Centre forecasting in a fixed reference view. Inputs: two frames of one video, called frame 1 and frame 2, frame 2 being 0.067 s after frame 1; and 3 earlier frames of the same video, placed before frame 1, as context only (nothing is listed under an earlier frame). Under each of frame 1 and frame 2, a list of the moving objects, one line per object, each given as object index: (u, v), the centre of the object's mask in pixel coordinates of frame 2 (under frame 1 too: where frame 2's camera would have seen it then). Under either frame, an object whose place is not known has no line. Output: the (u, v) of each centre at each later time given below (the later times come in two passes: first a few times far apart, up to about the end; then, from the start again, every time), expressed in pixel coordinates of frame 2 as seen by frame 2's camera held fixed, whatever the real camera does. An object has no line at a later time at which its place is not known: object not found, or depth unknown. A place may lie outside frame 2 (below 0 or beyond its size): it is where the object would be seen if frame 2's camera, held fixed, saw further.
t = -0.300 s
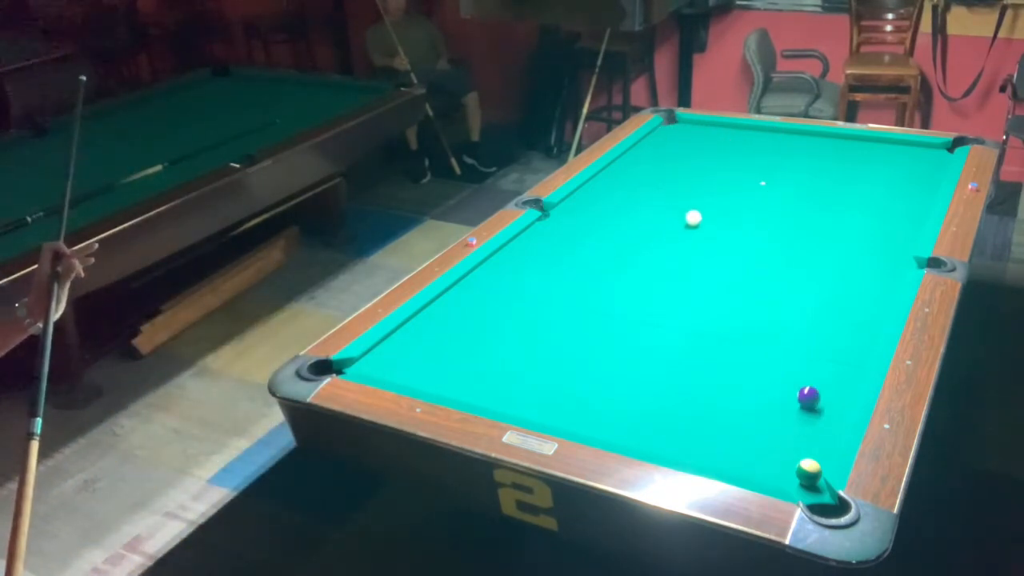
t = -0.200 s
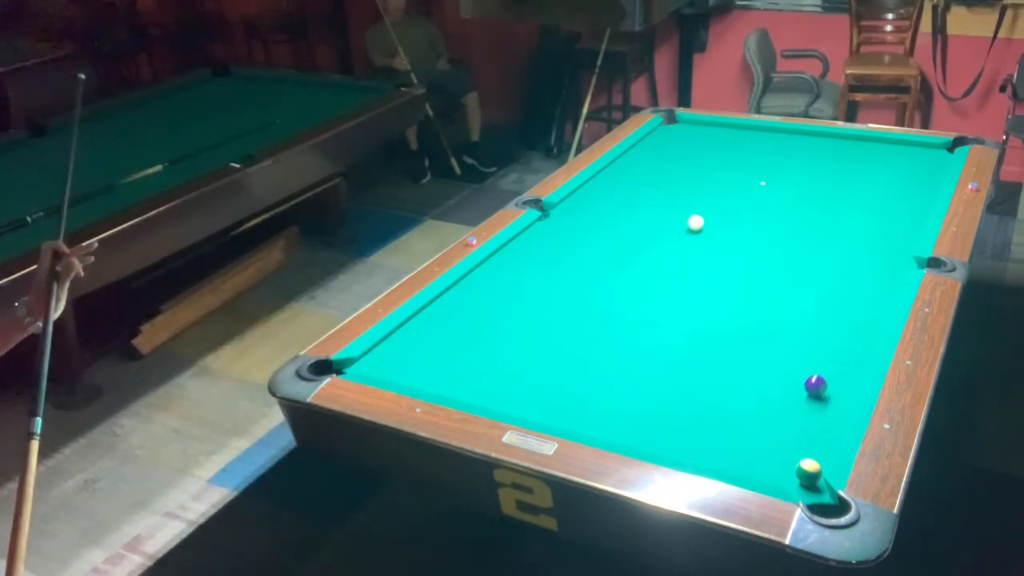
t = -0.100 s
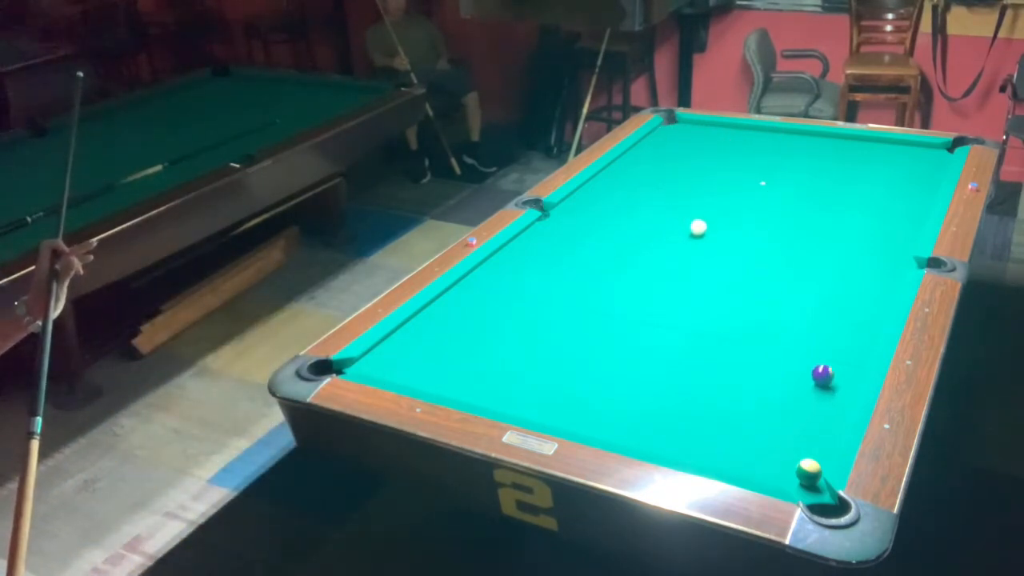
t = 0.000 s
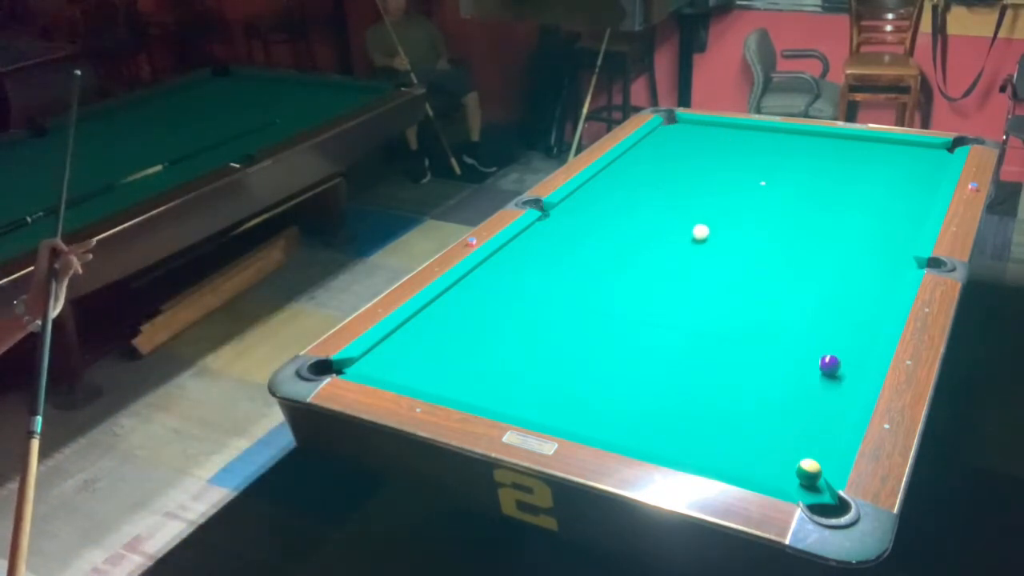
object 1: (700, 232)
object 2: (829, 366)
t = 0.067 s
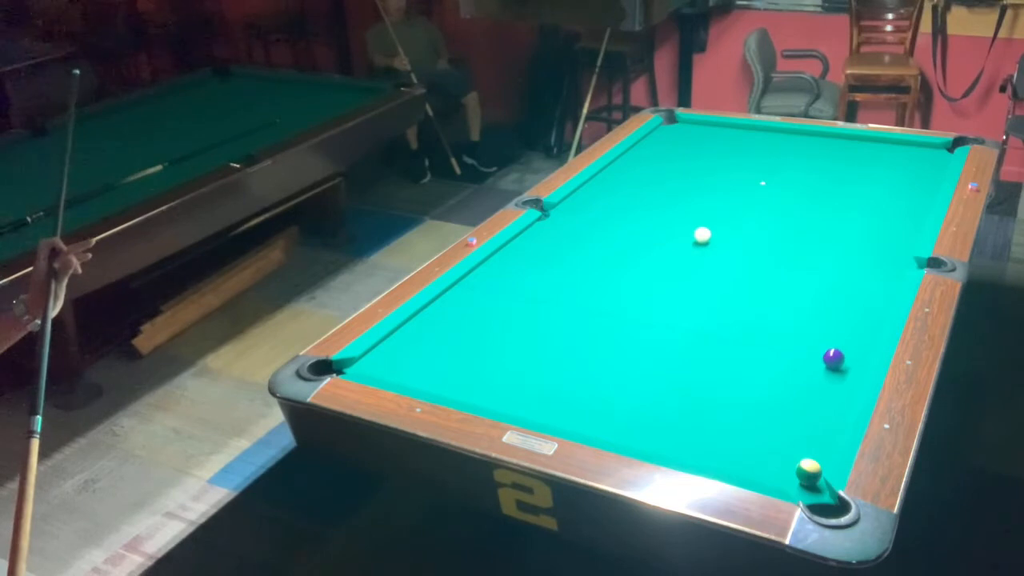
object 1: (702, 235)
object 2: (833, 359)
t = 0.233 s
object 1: (706, 243)
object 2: (843, 344)
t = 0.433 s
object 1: (712, 253)
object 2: (854, 327)
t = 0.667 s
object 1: (718, 263)
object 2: (866, 309)
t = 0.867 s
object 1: (723, 273)
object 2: (875, 295)
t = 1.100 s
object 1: (730, 283)
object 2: (884, 280)
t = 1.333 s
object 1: (736, 293)
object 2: (893, 267)
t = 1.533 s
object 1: (741, 302)
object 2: (899, 256)
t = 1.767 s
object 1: (747, 312)
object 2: (907, 245)
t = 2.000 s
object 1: (753, 322)
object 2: (912, 235)
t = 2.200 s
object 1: (758, 329)
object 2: (914, 227)
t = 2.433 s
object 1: (764, 338)
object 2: (917, 218)
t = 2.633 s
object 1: (768, 345)
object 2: (919, 211)
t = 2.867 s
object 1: (774, 354)
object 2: (922, 204)
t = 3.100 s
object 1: (778, 360)
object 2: (925, 198)
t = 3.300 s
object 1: (782, 366)
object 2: (928, 192)
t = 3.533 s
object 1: (786, 372)
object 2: (930, 187)
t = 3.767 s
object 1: (790, 377)
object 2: (933, 182)
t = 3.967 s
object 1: (792, 381)
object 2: (935, 178)
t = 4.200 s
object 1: (794, 385)
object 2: (937, 173)
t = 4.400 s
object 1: (796, 388)
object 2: (939, 170)
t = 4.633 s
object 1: (796, 389)
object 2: (940, 167)
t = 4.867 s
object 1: (797, 390)
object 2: (941, 165)
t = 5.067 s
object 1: (797, 391)
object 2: (942, 162)
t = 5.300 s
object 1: (796, 390)
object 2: (943, 161)
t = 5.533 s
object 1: (797, 390)
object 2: (944, 158)
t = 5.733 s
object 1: (797, 390)
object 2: (944, 157)
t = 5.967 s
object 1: (796, 390)
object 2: (945, 156)
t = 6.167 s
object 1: (797, 390)
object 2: (945, 156)
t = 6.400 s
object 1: (797, 390)
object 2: (945, 156)
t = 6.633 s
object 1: (796, 390)
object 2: (945, 156)
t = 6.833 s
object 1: (797, 391)
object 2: (945, 156)
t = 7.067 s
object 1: (797, 391)
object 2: (945, 156)
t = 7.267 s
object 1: (796, 390)
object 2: (945, 156)
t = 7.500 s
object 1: (797, 391)
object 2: (945, 156)
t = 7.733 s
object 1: (796, 390)
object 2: (945, 156)
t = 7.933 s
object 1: (797, 390)
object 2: (945, 156)
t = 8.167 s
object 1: (796, 390)
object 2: (945, 156)
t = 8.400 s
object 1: (796, 390)
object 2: (946, 156)
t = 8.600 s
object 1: (797, 391)
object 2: (945, 156)
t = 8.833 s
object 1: (797, 391)
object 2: (945, 156)
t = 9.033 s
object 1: (796, 390)
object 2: (945, 156)
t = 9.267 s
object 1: (797, 390)
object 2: (945, 156)
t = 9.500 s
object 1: (797, 390)
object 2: (945, 156)
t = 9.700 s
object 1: (796, 390)
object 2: (945, 156)
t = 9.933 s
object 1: (797, 391)
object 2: (945, 156)
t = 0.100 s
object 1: (703, 237)
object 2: (835, 356)
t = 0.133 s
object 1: (704, 239)
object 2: (837, 352)
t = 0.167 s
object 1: (705, 240)
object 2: (839, 350)
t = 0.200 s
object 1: (706, 242)
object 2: (842, 347)
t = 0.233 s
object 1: (706, 243)
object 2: (843, 344)
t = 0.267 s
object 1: (707, 245)
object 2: (845, 341)
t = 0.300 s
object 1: (708, 246)
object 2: (847, 338)
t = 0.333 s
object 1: (709, 248)
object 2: (849, 335)
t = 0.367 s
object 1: (710, 250)
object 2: (850, 332)
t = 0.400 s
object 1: (711, 251)
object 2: (852, 329)
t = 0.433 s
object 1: (712, 253)
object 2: (854, 327)
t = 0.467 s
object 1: (712, 254)
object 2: (856, 324)
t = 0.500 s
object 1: (713, 256)
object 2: (858, 322)
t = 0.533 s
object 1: (714, 257)
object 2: (859, 319)
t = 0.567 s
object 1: (715, 259)
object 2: (861, 316)
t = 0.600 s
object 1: (716, 260)
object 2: (862, 314)
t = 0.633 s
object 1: (717, 262)
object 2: (864, 311)
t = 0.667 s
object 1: (718, 263)
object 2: (866, 309)
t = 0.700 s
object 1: (719, 265)
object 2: (867, 307)
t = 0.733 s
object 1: (719, 266)
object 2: (869, 304)
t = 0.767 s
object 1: (720, 268)
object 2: (870, 302)
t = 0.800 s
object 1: (721, 269)
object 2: (872, 299)
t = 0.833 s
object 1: (722, 271)
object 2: (873, 297)
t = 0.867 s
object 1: (723, 273)
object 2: (875, 295)
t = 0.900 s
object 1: (724, 274)
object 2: (876, 292)
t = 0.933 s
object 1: (725, 276)
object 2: (878, 291)
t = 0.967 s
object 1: (726, 277)
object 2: (879, 288)
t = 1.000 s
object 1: (727, 279)
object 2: (880, 286)
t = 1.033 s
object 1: (728, 280)
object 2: (881, 284)
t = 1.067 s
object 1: (729, 282)
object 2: (883, 282)
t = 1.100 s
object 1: (730, 283)
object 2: (884, 280)
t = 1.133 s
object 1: (730, 285)
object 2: (885, 278)
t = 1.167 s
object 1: (731, 286)
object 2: (887, 276)
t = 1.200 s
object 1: (732, 288)
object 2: (888, 275)
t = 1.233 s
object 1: (733, 289)
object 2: (889, 272)
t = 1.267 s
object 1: (734, 291)
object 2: (890, 270)
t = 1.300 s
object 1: (735, 292)
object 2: (892, 269)
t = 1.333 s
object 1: (736, 293)
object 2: (893, 267)
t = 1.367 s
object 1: (736, 295)
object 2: (894, 265)
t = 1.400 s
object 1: (737, 296)
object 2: (895, 264)
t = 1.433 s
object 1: (738, 298)
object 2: (896, 261)
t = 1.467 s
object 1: (739, 299)
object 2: (897, 260)
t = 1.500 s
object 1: (740, 301)
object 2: (898, 258)
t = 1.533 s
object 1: (741, 302)
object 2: (899, 256)
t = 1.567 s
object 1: (742, 304)
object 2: (900, 254)
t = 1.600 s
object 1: (743, 305)
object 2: (901, 253)
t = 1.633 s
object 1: (744, 307)
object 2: (902, 251)
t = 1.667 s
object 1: (745, 308)
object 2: (903, 249)
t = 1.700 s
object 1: (745, 309)
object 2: (904, 248)
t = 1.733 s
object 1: (746, 311)
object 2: (906, 247)
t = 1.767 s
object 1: (747, 312)
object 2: (907, 245)
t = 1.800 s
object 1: (748, 314)
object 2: (908, 244)
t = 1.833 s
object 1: (749, 315)
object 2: (908, 242)
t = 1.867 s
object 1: (750, 316)
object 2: (909, 241)
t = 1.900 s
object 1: (751, 317)
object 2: (910, 239)
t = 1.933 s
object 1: (751, 319)
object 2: (911, 237)
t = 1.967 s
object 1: (752, 320)
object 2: (911, 236)
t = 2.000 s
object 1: (753, 322)
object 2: (912, 235)
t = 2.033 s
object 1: (754, 323)
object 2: (912, 233)
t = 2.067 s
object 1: (755, 324)
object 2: (913, 232)
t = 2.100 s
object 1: (756, 325)
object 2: (913, 231)
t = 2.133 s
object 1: (757, 327)
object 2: (913, 230)
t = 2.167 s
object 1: (757, 328)
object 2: (914, 228)
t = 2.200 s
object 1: (758, 329)
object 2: (914, 227)
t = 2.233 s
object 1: (759, 331)
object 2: (915, 225)
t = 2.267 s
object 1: (760, 332)
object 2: (915, 224)
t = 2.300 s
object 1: (761, 333)
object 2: (916, 223)
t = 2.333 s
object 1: (761, 334)
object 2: (916, 222)
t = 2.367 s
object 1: (762, 335)
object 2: (916, 220)
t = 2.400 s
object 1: (763, 337)
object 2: (916, 219)
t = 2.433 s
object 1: (764, 338)
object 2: (917, 218)
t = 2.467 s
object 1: (765, 339)
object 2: (917, 217)
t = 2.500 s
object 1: (765, 340)
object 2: (918, 216)
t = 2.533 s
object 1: (766, 342)
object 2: (918, 214)
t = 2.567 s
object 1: (767, 343)
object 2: (918, 214)
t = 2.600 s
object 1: (767, 344)
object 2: (919, 212)
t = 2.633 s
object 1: (768, 345)
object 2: (919, 211)
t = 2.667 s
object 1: (769, 346)
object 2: (920, 210)
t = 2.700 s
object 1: (770, 348)
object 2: (920, 209)
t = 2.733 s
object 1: (771, 349)
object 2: (921, 208)
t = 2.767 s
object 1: (772, 350)
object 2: (921, 207)
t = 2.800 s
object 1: (772, 351)
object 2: (922, 206)
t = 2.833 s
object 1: (773, 352)
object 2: (922, 205)
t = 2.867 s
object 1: (774, 354)
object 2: (922, 204)
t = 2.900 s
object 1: (774, 354)
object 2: (923, 203)
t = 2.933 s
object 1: (775, 356)
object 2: (923, 202)
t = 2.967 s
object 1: (776, 356)
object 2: (924, 201)
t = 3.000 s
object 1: (776, 358)
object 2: (924, 200)
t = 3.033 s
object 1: (777, 358)
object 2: (924, 199)
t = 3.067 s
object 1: (778, 360)
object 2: (925, 198)
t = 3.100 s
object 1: (778, 360)
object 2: (925, 198)
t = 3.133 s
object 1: (779, 361)
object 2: (926, 197)
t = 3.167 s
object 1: (780, 363)
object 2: (926, 196)
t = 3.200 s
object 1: (780, 364)
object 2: (927, 195)
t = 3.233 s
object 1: (781, 364)
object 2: (927, 194)
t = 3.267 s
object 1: (782, 365)
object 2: (927, 193)
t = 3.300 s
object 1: (782, 366)
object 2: (928, 192)
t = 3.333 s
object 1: (783, 367)
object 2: (928, 191)
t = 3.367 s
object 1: (783, 368)
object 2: (929, 191)
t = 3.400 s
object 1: (784, 369)
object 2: (929, 190)
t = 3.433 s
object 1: (784, 370)
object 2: (929, 189)
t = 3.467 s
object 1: (785, 371)
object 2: (930, 188)
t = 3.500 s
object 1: (785, 371)
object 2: (930, 187)
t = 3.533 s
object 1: (786, 372)
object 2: (930, 187)
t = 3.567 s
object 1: (787, 373)
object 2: (931, 186)
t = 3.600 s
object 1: (787, 374)
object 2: (931, 185)
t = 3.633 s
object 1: (788, 374)
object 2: (931, 184)
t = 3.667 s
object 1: (788, 375)
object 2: (932, 183)
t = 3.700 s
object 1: (788, 376)
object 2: (932, 183)
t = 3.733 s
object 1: (789, 376)
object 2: (933, 182)
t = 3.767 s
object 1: (790, 377)
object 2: (933, 182)
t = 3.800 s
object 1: (790, 378)
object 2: (933, 181)
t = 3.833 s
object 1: (790, 378)
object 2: (934, 181)
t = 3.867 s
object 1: (791, 379)
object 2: (934, 180)
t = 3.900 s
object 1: (791, 380)
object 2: (934, 179)
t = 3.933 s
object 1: (792, 381)
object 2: (935, 178)
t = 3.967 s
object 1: (792, 381)
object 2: (935, 178)
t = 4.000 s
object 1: (793, 382)
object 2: (935, 177)
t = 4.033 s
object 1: (793, 383)
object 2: (936, 177)
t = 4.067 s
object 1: (793, 383)
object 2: (936, 176)
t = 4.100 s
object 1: (794, 384)
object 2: (937, 175)
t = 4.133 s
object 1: (794, 385)
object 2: (937, 175)
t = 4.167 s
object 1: (794, 385)
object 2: (937, 174)
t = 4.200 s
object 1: (794, 385)
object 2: (937, 173)
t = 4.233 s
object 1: (795, 385)
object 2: (938, 173)
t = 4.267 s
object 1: (795, 386)
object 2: (938, 172)
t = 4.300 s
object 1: (795, 387)
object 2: (938, 172)
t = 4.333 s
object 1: (795, 388)
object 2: (938, 171)
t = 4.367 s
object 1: (795, 388)
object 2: (939, 171)
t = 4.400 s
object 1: (796, 388)
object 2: (939, 170)
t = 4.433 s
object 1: (796, 389)
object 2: (939, 170)
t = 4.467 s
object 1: (796, 389)
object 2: (939, 169)
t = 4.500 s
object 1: (796, 389)
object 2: (940, 169)
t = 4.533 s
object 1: (796, 389)
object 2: (940, 168)
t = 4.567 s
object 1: (796, 390)
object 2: (940, 168)
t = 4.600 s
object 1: (796, 390)
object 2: (940, 168)
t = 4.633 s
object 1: (796, 389)
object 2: (940, 167)
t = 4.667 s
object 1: (797, 390)
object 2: (941, 167)
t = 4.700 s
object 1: (796, 390)
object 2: (941, 166)
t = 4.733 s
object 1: (796, 390)
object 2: (941, 166)
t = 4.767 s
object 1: (797, 390)
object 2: (941, 166)
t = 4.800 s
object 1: (797, 390)
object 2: (941, 165)
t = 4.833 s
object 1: (796, 390)
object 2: (941, 165)
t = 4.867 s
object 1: (797, 390)
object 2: (941, 165)
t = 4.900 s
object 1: (797, 390)
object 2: (942, 164)
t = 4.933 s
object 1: (797, 390)
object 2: (942, 164)
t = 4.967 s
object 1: (797, 390)
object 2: (942, 163)
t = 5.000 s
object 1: (797, 390)
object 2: (942, 163)
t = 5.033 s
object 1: (797, 390)
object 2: (942, 163)
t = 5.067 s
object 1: (797, 391)
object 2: (942, 162)
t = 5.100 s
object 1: (797, 390)
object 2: (943, 162)
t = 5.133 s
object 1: (797, 390)
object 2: (943, 162)
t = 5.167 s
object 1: (797, 391)
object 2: (943, 161)
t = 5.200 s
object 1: (796, 390)
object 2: (943, 161)
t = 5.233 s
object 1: (796, 390)
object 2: (943, 161)
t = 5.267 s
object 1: (797, 390)
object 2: (943, 161)
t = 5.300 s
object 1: (796, 390)
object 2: (943, 161)
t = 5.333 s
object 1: (796, 390)
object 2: (943, 160)
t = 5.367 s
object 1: (797, 390)
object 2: (944, 160)
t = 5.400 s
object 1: (797, 390)
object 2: (944, 159)
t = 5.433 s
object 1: (797, 390)
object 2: (944, 159)
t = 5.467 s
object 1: (797, 390)
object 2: (944, 159)
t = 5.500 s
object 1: (797, 390)
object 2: (944, 159)
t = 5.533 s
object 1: (797, 390)
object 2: (944, 158)
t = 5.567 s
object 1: (797, 391)
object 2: (944, 158)
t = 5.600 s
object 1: (797, 391)
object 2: (944, 158)
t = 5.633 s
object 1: (797, 390)
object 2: (944, 158)
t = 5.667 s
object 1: (797, 391)
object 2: (944, 158)
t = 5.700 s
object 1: (797, 390)
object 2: (944, 157)
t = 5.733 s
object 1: (797, 390)
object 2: (944, 157)
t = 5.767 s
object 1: (797, 390)
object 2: (945, 157)
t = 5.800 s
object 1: (797, 390)
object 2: (945, 157)
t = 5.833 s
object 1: (797, 391)
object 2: (945, 157)
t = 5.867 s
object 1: (797, 390)
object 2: (945, 157)
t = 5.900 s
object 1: (797, 391)
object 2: (945, 156)
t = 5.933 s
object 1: (797, 391)
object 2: (945, 156)
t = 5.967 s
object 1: (796, 390)
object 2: (945, 156)
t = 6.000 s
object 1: (796, 390)
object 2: (945, 156)
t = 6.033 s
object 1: (797, 390)
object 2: (945, 156)
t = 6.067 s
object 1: (797, 391)
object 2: (945, 156)
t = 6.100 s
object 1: (797, 390)
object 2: (945, 156)
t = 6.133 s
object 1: (796, 390)
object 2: (945, 156)
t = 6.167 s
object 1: (797, 390)
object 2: (945, 156)
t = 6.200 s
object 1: (797, 390)
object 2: (945, 156)
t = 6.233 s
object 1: (797, 390)
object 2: (945, 156)
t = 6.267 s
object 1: (797, 391)
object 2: (945, 156)
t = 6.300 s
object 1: (797, 391)
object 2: (945, 156)
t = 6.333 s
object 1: (797, 390)
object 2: (945, 156)
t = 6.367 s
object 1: (797, 390)
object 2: (945, 156)
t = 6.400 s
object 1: (797, 390)
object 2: (945, 156)
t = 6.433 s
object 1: (797, 391)
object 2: (945, 156)
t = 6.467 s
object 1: (796, 390)
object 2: (945, 156)
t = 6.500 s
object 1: (796, 390)
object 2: (945, 156)
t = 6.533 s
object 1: (797, 391)
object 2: (945, 156)
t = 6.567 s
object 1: (797, 390)
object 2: (945, 156)
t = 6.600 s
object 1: (797, 390)
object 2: (945, 156)
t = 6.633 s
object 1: (796, 390)
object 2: (945, 156)
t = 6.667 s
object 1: (797, 390)
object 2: (945, 156)
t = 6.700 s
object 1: (797, 390)
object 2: (945, 156)
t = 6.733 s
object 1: (797, 391)
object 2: (946, 156)
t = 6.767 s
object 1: (797, 390)
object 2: (945, 156)
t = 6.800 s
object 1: (797, 390)
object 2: (945, 156)
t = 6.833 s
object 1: (797, 391)
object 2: (945, 156)
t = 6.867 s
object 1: (796, 390)
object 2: (945, 156)
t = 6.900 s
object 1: (797, 391)
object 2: (945, 156)
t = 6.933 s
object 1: (796, 390)
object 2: (945, 156)
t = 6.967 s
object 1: (796, 390)
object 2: (945, 156)
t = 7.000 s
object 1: (797, 391)
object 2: (945, 156)
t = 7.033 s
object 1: (796, 390)
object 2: (945, 156)
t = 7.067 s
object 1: (797, 391)
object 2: (945, 156)
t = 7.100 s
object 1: (796, 390)
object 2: (945, 156)
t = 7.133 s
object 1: (797, 391)
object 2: (945, 156)
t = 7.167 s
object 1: (797, 391)
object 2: (945, 156)
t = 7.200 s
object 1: (796, 390)
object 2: (945, 156)
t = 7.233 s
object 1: (796, 390)
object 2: (945, 156)
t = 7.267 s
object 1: (796, 390)
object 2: (945, 156)
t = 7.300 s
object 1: (797, 391)
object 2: (945, 156)
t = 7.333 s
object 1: (796, 390)
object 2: (945, 156)
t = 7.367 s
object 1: (796, 390)
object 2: (945, 156)
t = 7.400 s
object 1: (797, 390)
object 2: (945, 156)
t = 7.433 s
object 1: (797, 390)
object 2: (945, 156)
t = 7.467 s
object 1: (797, 390)
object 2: (945, 156)
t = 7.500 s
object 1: (797, 391)
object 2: (945, 156)
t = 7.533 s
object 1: (797, 390)
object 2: (945, 156)
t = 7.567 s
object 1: (797, 390)
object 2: (946, 156)
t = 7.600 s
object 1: (797, 390)
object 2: (945, 156)
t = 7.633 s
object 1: (797, 390)
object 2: (945, 156)
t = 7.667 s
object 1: (797, 391)
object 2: (946, 156)
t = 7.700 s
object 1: (796, 390)
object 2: (945, 156)
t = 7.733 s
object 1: (796, 390)
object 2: (945, 156)
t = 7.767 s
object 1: (797, 391)
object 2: (945, 156)
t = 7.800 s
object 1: (797, 390)
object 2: (945, 156)
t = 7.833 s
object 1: (797, 390)
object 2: (945, 156)
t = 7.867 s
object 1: (796, 390)
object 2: (945, 156)
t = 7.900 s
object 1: (797, 390)
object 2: (945, 156)
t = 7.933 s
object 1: (797, 390)
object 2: (945, 156)
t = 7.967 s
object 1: (797, 391)
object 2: (945, 156)
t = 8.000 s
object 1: (797, 390)
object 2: (945, 156)
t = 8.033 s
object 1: (797, 390)
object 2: (945, 156)
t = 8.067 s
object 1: (797, 391)
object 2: (945, 156)
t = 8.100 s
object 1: (796, 390)
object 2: (945, 156)
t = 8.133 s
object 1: (797, 391)
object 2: (945, 156)
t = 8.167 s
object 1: (796, 390)
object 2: (945, 156)
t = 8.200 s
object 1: (796, 390)
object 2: (945, 156)
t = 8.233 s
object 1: (797, 391)
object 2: (945, 156)
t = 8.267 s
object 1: (796, 390)
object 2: (945, 156)
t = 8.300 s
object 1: (797, 391)
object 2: (945, 156)
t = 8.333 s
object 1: (796, 390)
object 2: (946, 156)
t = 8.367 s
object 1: (797, 391)
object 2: (945, 156)
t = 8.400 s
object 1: (796, 390)
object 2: (946, 156)
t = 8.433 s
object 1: (796, 390)
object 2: (945, 156)
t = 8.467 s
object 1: (797, 391)
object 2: (945, 156)
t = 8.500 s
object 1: (796, 390)
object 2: (945, 156)
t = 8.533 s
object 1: (797, 391)
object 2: (945, 156)
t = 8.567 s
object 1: (796, 390)
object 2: (945, 156)
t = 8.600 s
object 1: (797, 391)
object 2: (945, 156)
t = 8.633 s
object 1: (796, 390)
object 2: (945, 156)
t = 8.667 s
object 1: (796, 390)
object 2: (945, 156)
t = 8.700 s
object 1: (797, 391)
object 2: (945, 156)
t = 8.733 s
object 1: (796, 390)
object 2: (945, 156)
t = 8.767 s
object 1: (797, 391)
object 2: (945, 156)
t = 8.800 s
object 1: (796, 390)
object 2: (945, 156)
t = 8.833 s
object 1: (797, 391)
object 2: (945, 156)
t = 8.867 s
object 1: (797, 391)
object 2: (945, 156)
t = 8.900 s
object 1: (796, 390)
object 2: (945, 156)
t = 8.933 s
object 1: (796, 390)
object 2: (945, 156)
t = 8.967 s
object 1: (796, 390)
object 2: (946, 156)
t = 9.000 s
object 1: (797, 391)
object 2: (945, 156)
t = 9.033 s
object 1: (796, 390)
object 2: (945, 156)
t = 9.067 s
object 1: (796, 390)
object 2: (946, 156)
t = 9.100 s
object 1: (797, 390)
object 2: (945, 156)
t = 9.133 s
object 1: (797, 390)
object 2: (945, 156)
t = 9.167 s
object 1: (797, 390)
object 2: (945, 156)
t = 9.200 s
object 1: (797, 390)
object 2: (945, 156)
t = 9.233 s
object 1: (797, 390)
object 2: (945, 156)
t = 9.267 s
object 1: (797, 390)
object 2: (945, 156)
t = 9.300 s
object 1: (797, 390)
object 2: (945, 156)
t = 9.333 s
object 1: (797, 390)
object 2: (945, 156)
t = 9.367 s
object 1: (797, 390)
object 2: (946, 156)
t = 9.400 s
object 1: (796, 390)
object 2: (945, 156)
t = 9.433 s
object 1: (796, 390)
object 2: (945, 156)
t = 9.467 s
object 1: (797, 391)
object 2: (945, 156)
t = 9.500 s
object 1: (797, 390)
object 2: (945, 156)
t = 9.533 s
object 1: (796, 390)
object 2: (945, 156)
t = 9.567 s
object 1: (796, 390)
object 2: (945, 156)
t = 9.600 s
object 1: (797, 391)
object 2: (945, 156)
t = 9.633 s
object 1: (797, 391)
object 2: (945, 156)
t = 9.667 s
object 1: (796, 390)
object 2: (945, 156)
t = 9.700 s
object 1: (796, 390)
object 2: (945, 156)
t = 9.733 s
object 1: (797, 391)
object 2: (945, 156)
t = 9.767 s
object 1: (797, 390)
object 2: (945, 156)
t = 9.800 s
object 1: (797, 391)
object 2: (945, 156)
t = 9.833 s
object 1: (797, 390)
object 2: (945, 156)
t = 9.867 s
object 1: (797, 391)
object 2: (945, 156)
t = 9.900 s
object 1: (797, 390)
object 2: (946, 156)
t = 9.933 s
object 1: (797, 391)
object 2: (945, 156)
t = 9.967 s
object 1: (796, 390)
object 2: (945, 156)
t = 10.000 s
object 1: (797, 391)
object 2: (946, 156)
